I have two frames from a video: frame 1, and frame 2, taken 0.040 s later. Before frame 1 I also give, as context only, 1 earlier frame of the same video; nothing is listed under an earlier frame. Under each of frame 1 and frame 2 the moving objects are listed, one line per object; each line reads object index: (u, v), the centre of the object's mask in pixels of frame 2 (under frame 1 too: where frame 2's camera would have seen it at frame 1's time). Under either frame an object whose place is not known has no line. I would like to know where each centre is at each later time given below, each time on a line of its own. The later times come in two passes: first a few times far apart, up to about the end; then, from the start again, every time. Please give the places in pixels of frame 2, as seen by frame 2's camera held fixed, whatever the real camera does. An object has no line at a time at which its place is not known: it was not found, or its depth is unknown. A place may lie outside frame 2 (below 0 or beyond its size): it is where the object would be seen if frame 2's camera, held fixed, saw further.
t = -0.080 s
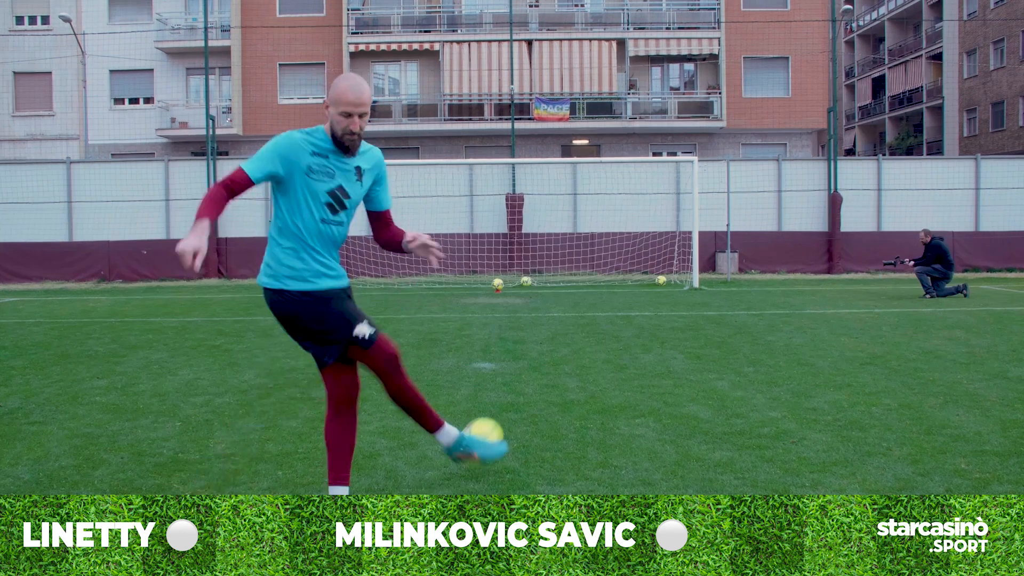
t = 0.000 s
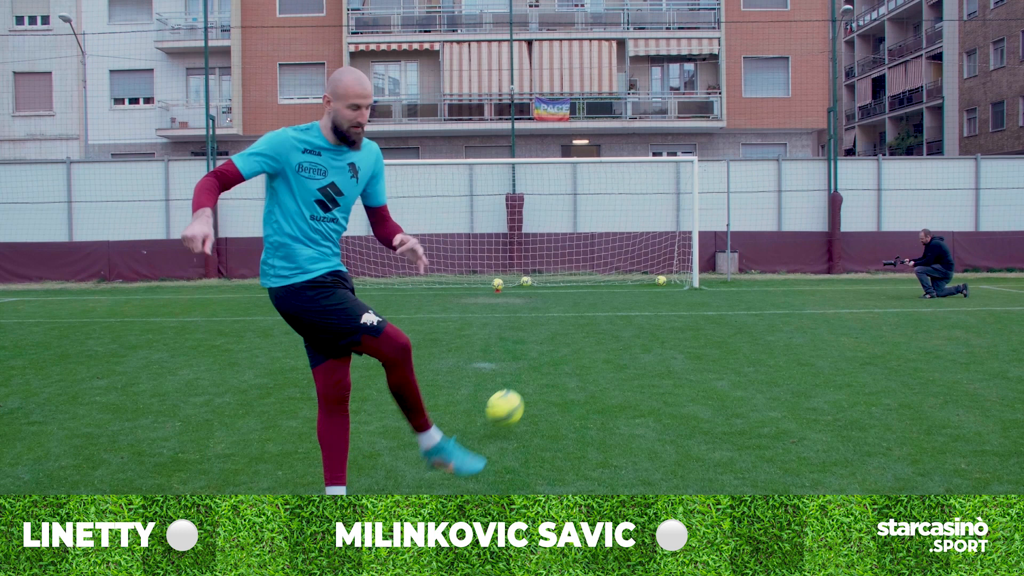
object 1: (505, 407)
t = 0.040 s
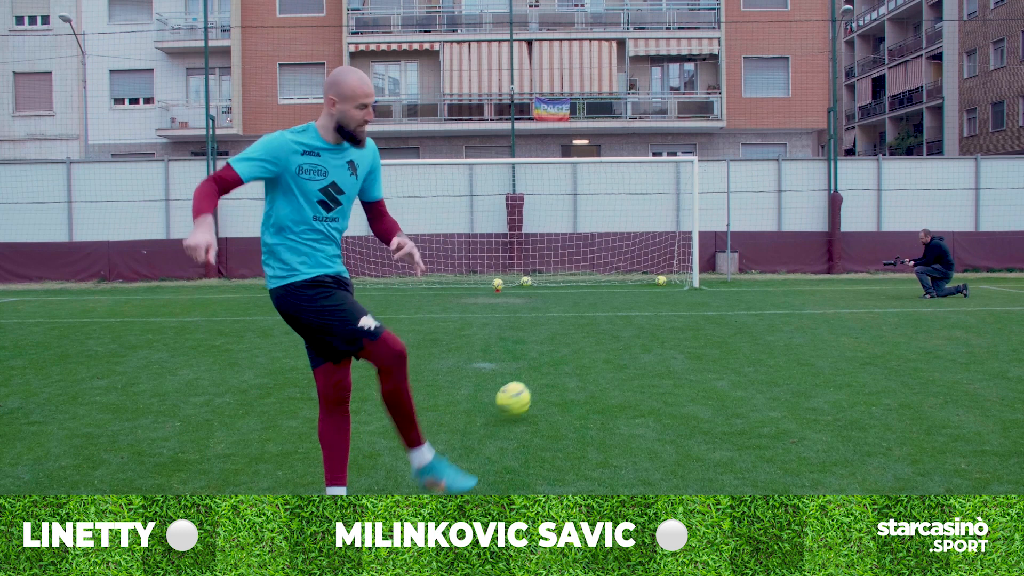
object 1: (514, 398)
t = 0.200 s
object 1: (530, 364)
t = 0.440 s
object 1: (535, 334)
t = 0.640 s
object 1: (534, 325)
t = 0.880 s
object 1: (530, 312)
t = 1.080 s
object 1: (526, 307)
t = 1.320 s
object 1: (520, 300)
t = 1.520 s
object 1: (516, 297)
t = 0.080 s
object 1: (521, 393)
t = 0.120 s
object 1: (526, 384)
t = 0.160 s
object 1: (528, 372)
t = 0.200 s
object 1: (530, 364)
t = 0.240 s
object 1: (532, 359)
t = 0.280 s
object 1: (533, 356)
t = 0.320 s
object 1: (534, 353)
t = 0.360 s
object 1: (534, 346)
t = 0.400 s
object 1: (535, 338)
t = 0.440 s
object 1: (535, 334)
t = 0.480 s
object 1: (535, 332)
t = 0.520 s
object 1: (535, 331)
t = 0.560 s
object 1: (534, 331)
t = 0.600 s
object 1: (534, 330)
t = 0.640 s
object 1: (534, 325)
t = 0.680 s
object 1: (533, 322)
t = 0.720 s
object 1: (532, 321)
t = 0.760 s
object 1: (531, 320)
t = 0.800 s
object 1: (531, 318)
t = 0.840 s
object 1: (530, 315)
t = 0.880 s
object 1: (530, 312)
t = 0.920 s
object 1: (529, 311)
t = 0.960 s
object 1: (528, 312)
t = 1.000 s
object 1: (527, 310)
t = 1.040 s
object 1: (527, 308)
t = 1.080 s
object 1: (526, 307)
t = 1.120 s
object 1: (525, 307)
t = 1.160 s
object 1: (524, 304)
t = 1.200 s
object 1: (523, 303)
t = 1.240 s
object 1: (522, 303)
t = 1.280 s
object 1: (521, 301)
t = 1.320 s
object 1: (520, 300)
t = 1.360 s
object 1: (519, 300)
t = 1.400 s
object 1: (518, 299)
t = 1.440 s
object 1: (517, 298)
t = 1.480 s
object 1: (517, 297)
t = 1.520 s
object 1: (516, 297)
